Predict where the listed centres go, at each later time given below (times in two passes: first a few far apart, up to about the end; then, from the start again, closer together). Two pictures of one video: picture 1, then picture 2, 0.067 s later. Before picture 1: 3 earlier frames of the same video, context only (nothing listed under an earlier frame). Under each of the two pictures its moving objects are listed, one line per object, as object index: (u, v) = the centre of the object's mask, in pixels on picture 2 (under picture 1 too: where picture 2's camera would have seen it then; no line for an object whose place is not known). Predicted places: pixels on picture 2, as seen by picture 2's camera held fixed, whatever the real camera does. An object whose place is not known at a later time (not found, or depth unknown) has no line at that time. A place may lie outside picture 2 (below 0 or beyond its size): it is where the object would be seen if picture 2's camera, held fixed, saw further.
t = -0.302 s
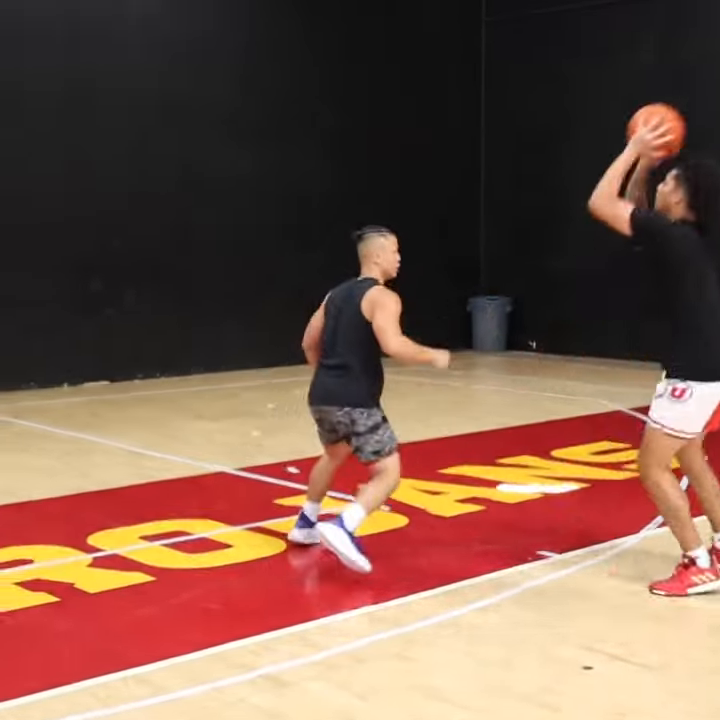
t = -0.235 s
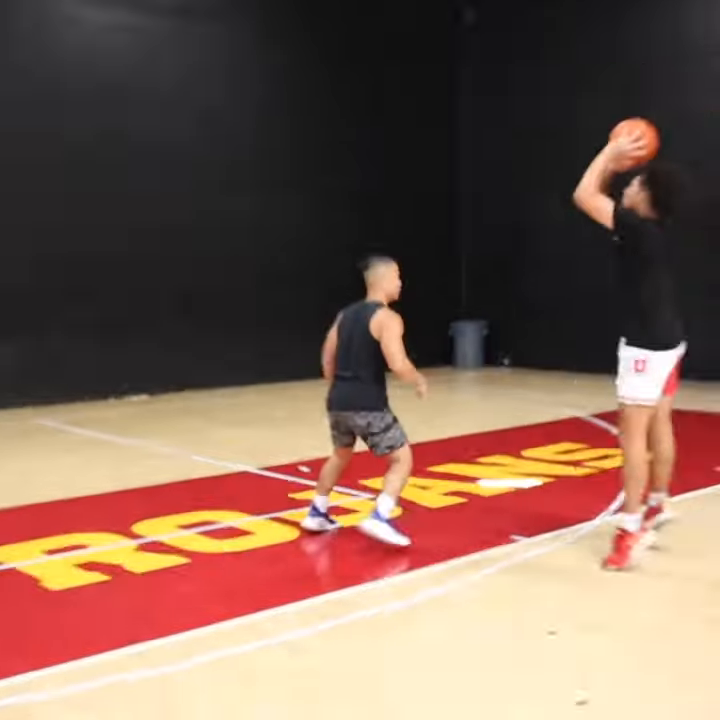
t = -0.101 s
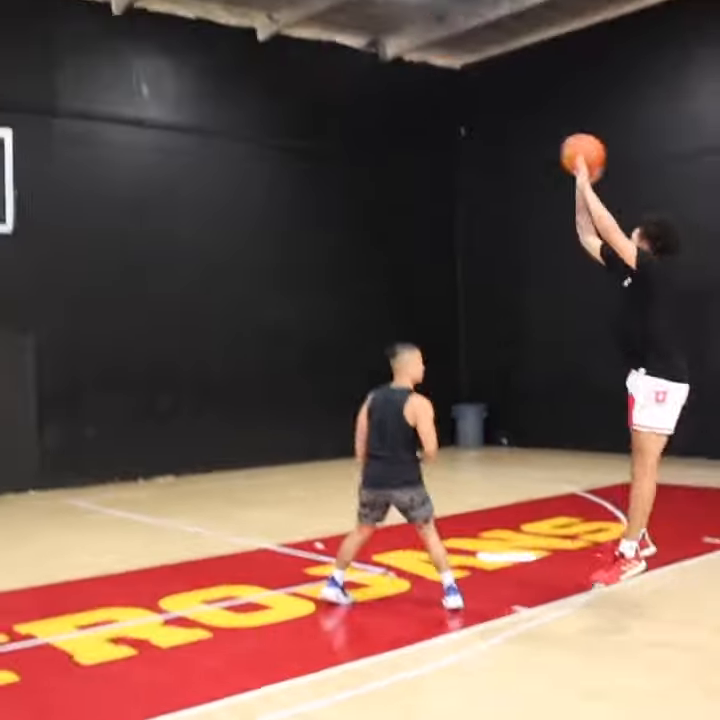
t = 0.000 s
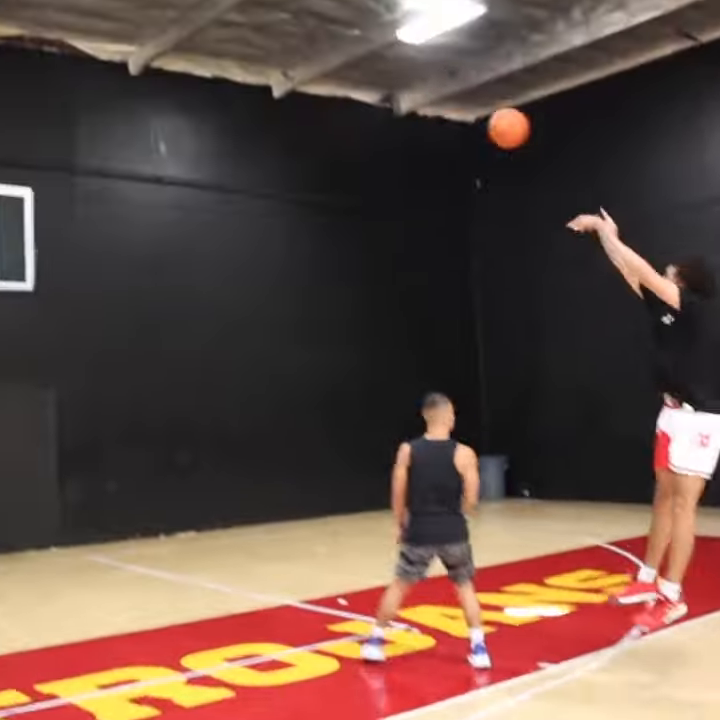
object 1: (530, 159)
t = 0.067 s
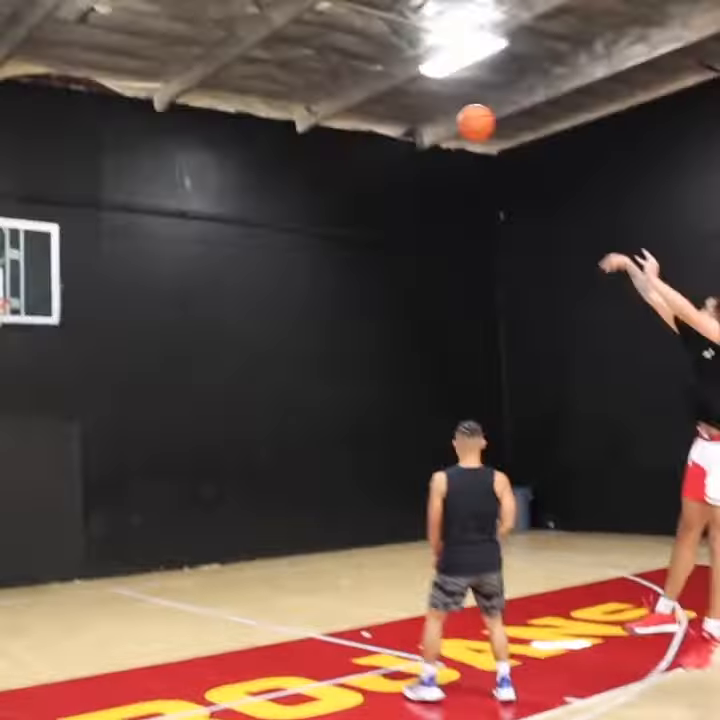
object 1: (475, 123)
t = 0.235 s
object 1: (357, 68)
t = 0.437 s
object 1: (239, 58)
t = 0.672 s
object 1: (131, 103)
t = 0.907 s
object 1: (41, 196)
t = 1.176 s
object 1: (-33, 326)
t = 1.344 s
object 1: (-24, 351)
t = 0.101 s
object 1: (449, 108)
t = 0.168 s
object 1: (401, 84)
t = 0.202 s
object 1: (378, 76)
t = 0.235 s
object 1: (357, 68)
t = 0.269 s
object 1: (335, 64)
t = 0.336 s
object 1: (295, 57)
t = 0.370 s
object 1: (276, 56)
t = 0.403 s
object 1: (258, 56)
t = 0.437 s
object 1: (239, 58)
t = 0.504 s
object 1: (206, 66)
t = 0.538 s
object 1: (190, 70)
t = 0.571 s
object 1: (175, 77)
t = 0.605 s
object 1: (159, 84)
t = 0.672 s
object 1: (131, 103)
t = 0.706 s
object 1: (117, 113)
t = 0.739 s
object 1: (103, 125)
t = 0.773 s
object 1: (90, 136)
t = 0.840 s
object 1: (65, 165)
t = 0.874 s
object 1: (53, 180)
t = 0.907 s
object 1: (41, 196)
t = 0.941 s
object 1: (30, 210)
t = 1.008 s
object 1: (7, 247)
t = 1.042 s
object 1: (-3, 266)
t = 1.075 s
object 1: (-15, 287)
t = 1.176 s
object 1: (-33, 326)
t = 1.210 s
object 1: (-31, 332)
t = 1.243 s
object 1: (-30, 335)
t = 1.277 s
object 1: (-28, 339)
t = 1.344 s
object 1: (-24, 351)
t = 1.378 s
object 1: (-23, 358)
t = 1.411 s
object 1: (-21, 367)
